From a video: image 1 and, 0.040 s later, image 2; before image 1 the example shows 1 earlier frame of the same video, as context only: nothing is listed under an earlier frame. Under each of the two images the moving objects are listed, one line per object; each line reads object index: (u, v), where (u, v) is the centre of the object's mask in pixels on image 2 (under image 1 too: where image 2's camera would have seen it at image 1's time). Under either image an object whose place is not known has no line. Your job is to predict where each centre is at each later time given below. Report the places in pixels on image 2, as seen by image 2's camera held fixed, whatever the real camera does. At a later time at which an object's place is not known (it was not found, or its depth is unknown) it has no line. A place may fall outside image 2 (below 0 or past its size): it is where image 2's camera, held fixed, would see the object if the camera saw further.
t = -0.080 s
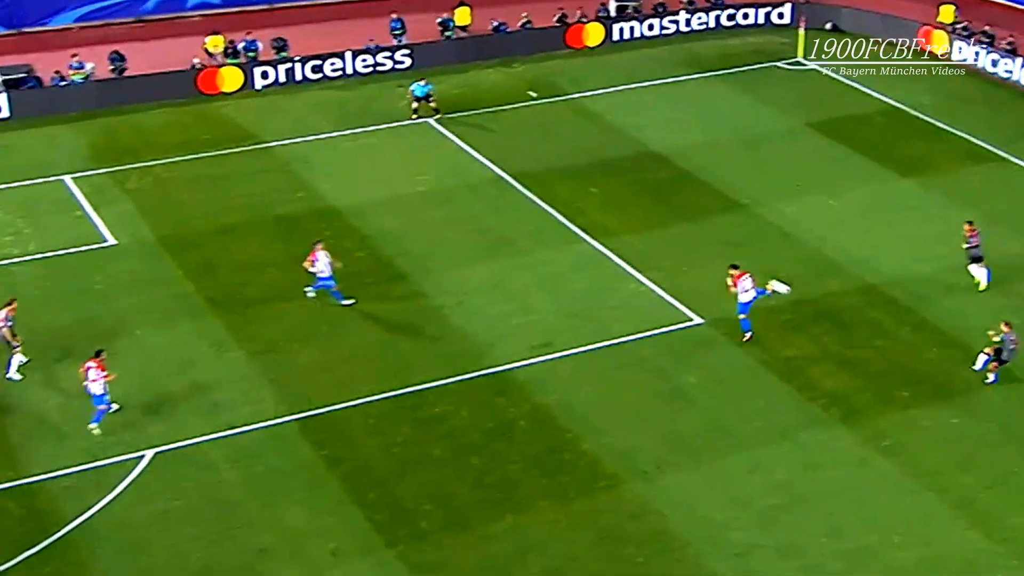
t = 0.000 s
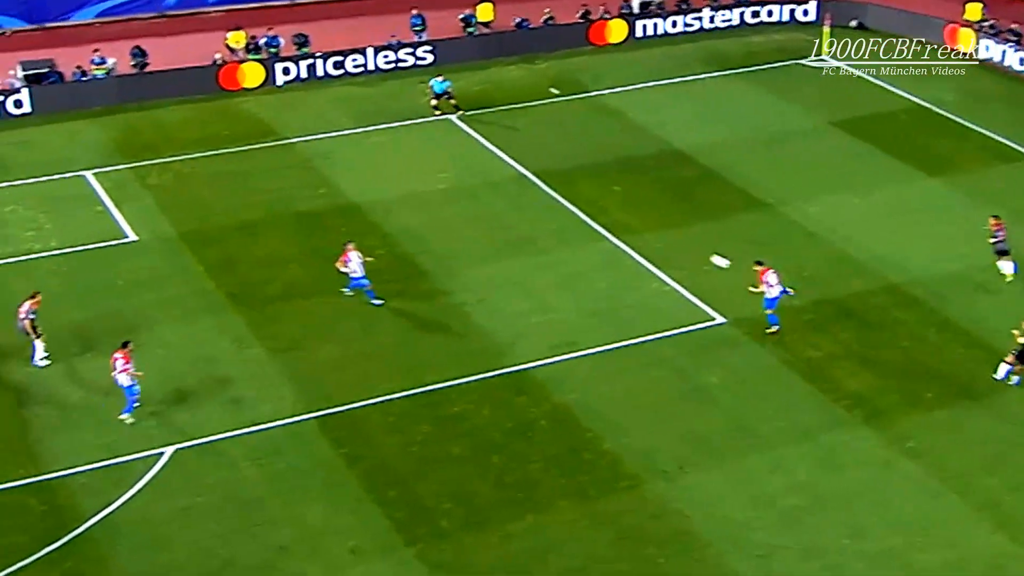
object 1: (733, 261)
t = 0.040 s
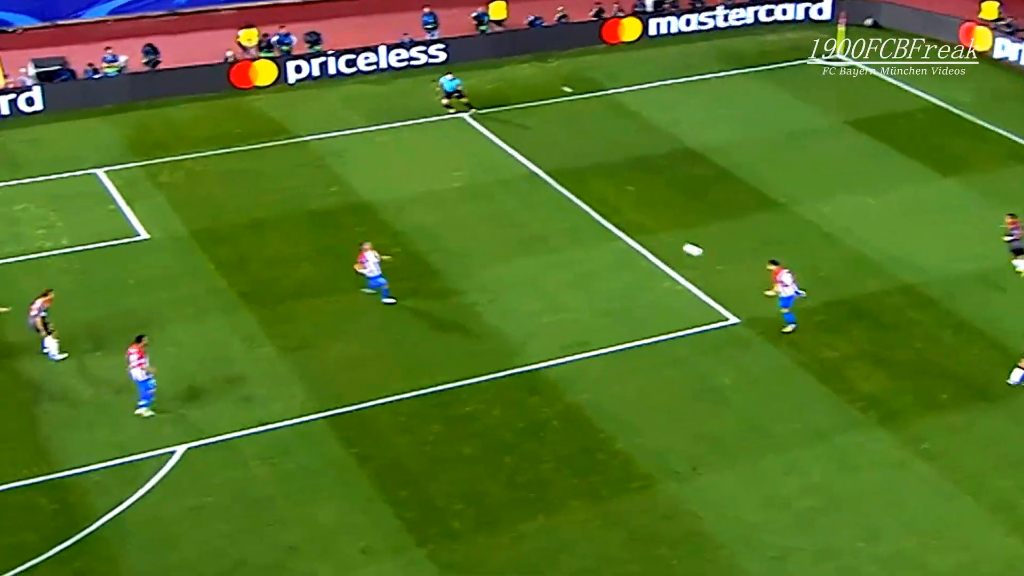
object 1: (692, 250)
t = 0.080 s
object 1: (652, 240)
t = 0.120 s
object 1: (612, 231)
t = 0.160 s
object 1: (572, 224)
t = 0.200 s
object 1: (533, 216)
